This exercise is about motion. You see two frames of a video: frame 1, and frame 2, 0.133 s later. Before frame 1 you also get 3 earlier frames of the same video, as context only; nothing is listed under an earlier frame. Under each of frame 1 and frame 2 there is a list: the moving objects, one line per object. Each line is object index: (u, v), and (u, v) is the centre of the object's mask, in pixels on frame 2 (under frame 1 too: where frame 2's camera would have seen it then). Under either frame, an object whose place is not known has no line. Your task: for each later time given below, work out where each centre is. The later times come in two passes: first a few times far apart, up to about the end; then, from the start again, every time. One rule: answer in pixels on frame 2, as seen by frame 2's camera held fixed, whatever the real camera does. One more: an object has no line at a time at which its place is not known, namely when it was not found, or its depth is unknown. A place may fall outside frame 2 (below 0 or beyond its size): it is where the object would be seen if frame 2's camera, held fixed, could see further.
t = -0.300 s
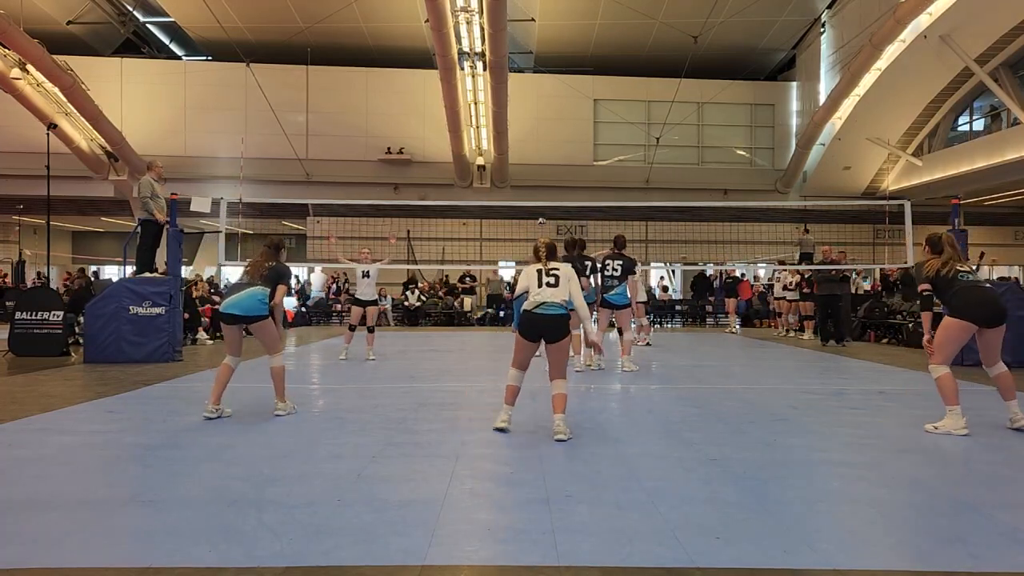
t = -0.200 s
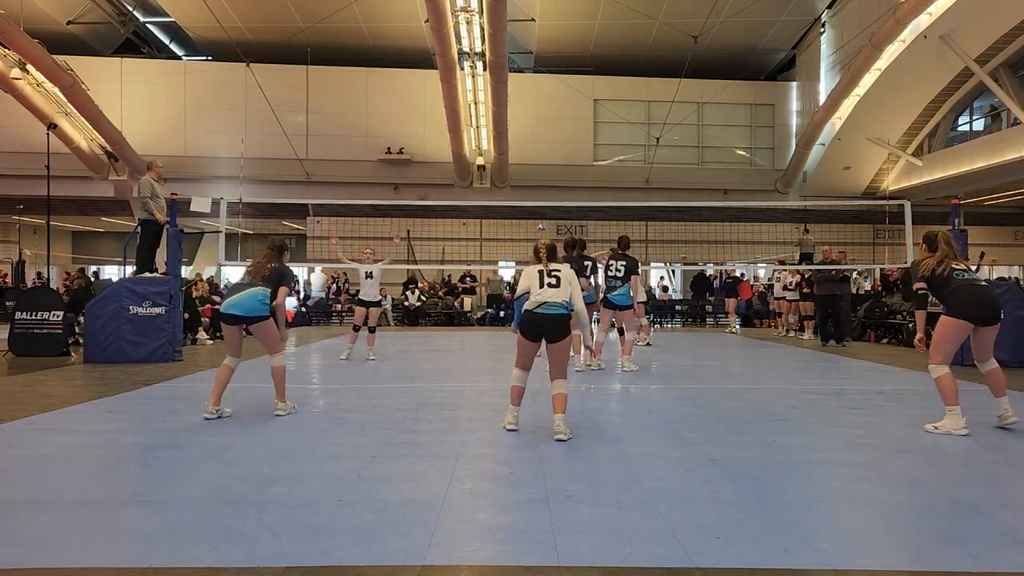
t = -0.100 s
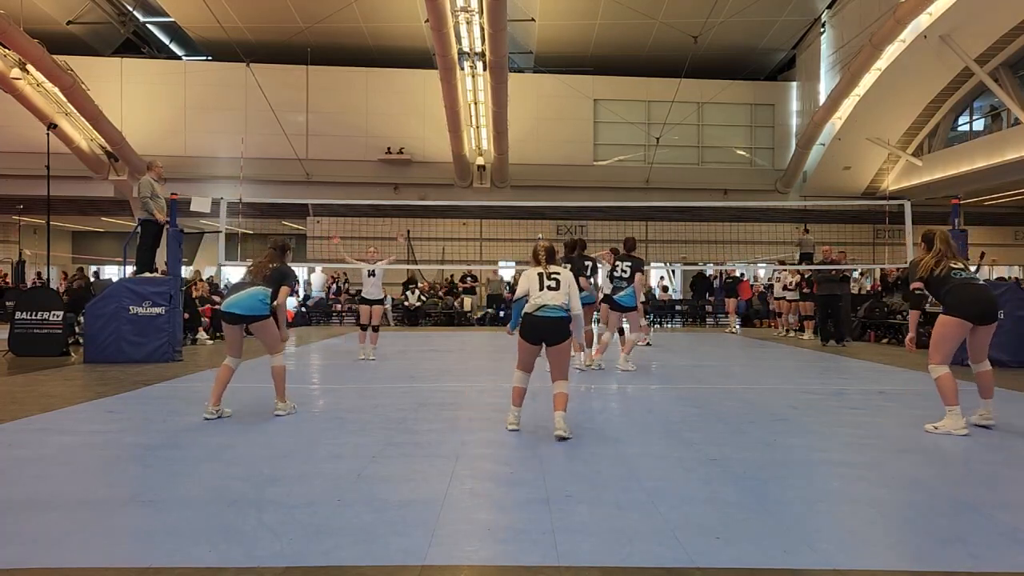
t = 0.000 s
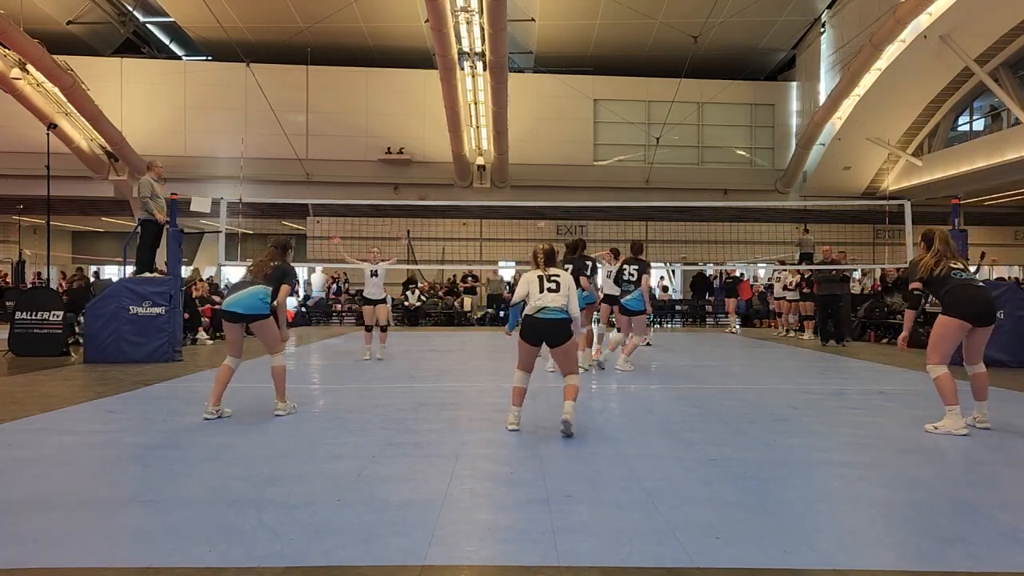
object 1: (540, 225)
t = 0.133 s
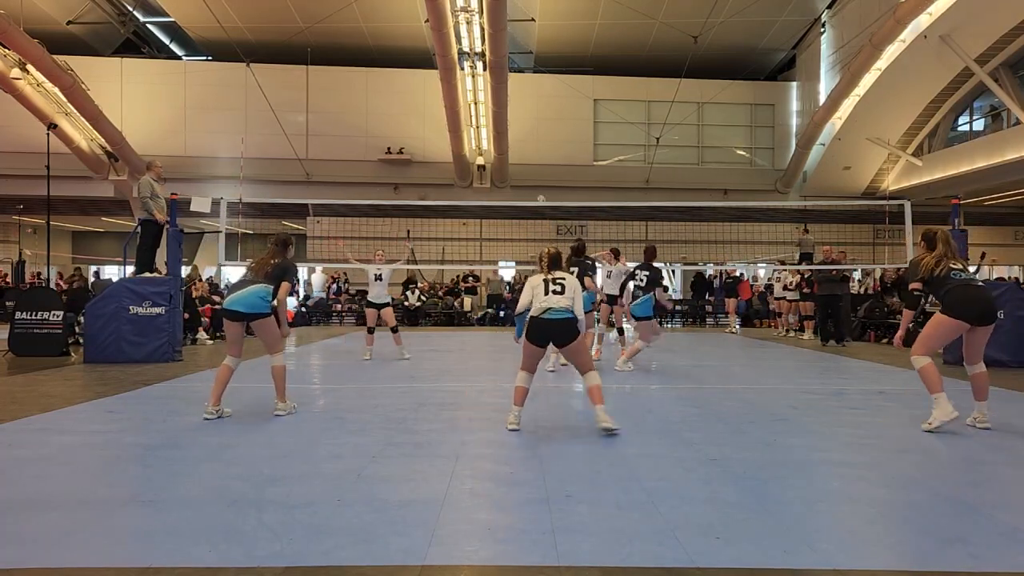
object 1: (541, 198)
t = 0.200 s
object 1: (540, 188)
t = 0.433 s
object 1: (543, 152)
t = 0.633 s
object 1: (553, 135)
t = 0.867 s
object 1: (567, 144)
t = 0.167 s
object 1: (541, 195)
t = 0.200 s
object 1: (540, 188)
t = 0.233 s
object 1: (541, 183)
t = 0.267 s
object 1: (540, 177)
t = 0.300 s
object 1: (540, 171)
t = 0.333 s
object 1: (541, 167)
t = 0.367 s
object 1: (542, 161)
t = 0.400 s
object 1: (543, 157)
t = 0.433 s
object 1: (543, 152)
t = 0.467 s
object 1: (544, 148)
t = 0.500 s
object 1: (545, 145)
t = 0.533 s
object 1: (547, 142)
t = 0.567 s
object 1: (549, 139)
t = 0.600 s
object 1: (551, 137)
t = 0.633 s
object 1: (553, 135)
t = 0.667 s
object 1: (555, 133)
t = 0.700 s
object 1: (557, 133)
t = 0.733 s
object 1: (559, 133)
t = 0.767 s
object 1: (561, 134)
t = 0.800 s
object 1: (563, 136)
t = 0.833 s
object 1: (565, 140)
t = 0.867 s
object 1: (567, 144)
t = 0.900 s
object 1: (569, 150)
